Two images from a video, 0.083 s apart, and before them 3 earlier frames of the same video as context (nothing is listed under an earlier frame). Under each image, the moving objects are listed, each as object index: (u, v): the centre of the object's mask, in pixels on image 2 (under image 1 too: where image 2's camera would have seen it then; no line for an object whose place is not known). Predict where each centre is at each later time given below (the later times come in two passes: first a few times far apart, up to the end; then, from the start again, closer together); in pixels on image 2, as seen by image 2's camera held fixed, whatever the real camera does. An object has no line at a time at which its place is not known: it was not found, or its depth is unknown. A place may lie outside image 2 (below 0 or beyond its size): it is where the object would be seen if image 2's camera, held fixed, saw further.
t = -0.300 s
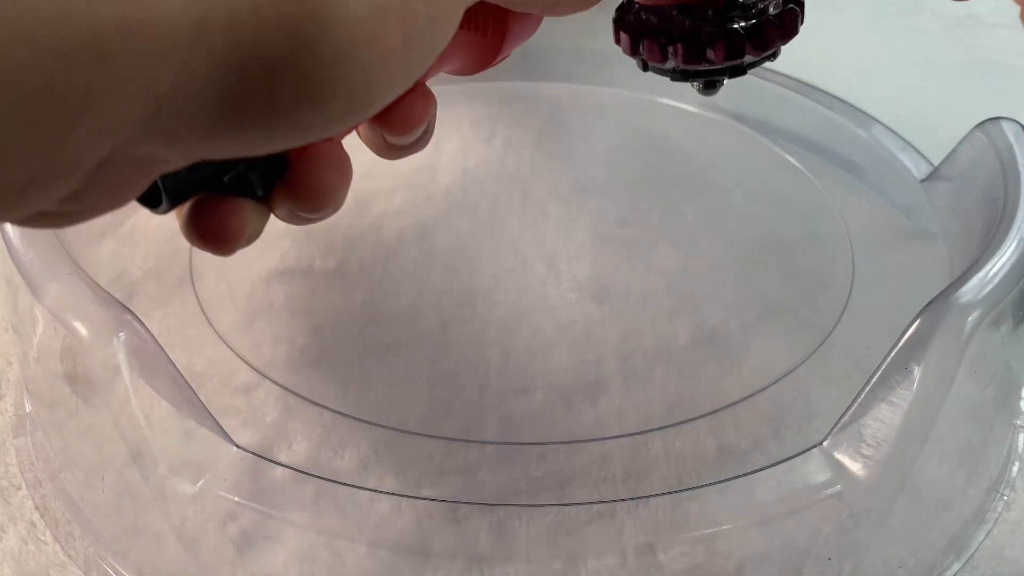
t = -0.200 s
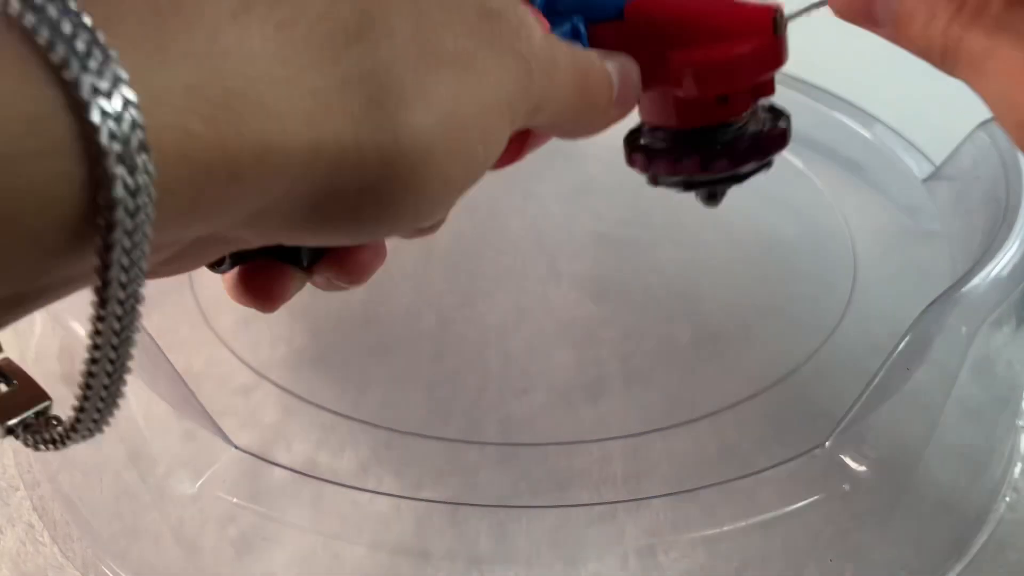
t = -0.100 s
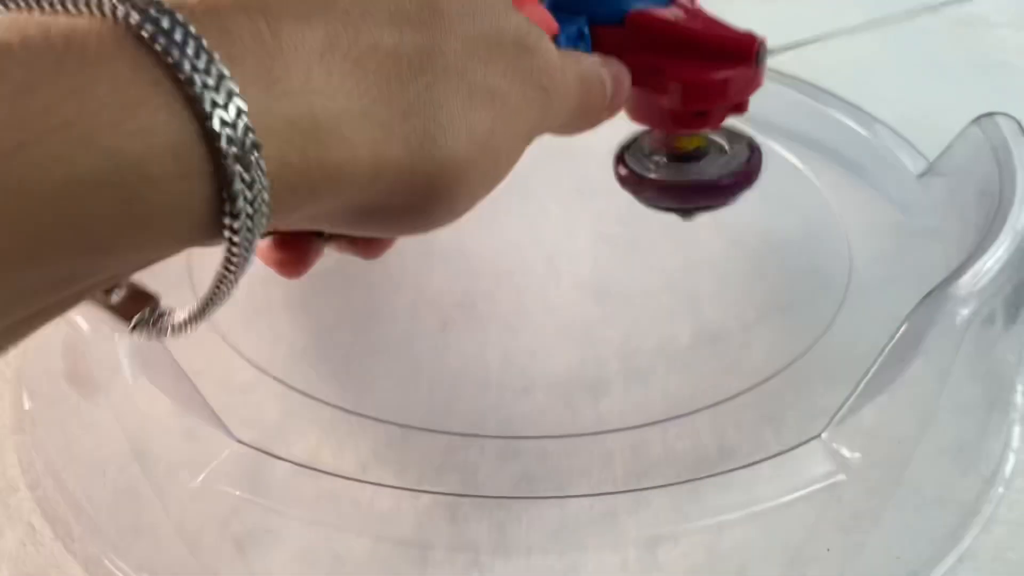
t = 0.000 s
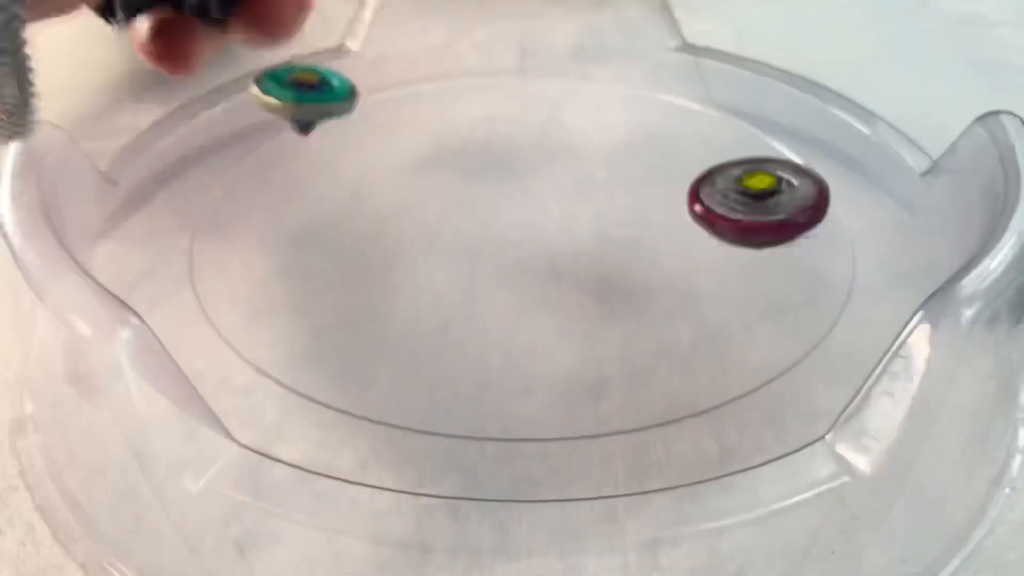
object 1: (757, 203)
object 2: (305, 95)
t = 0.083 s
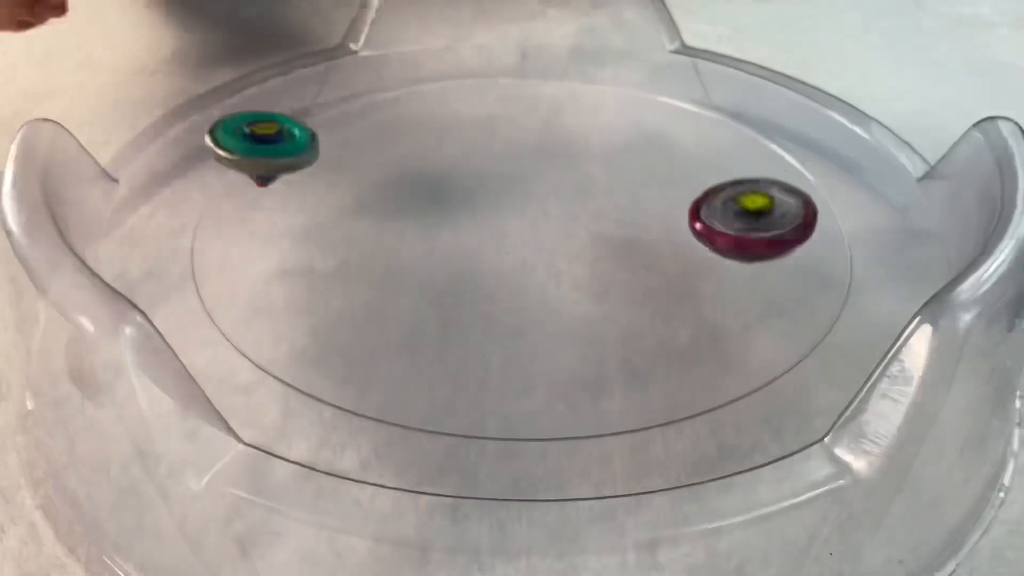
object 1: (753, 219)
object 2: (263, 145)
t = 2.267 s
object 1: (532, 276)
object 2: (616, 169)
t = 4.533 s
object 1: (374, 192)
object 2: (585, 256)
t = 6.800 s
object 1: (187, 154)
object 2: (735, 146)
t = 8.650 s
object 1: (282, 79)
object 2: (892, 207)
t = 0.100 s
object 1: (748, 205)
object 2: (259, 146)
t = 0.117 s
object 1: (742, 197)
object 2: (256, 153)
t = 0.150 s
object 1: (728, 195)
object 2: (255, 172)
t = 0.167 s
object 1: (719, 184)
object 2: (256, 182)
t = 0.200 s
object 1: (701, 181)
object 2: (263, 197)
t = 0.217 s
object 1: (692, 176)
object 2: (267, 203)
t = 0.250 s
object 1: (671, 170)
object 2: (281, 220)
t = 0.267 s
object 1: (660, 167)
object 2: (290, 226)
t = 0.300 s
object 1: (636, 164)
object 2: (310, 240)
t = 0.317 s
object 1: (624, 163)
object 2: (321, 245)
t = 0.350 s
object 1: (600, 162)
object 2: (348, 255)
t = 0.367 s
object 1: (587, 163)
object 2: (362, 259)
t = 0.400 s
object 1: (562, 165)
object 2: (394, 264)
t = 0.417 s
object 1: (550, 167)
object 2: (409, 266)
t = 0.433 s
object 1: (538, 170)
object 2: (426, 267)
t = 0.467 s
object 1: (514, 176)
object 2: (457, 266)
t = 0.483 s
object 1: (503, 179)
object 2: (472, 265)
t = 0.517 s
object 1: (483, 186)
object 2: (502, 259)
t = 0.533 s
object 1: (472, 190)
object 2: (515, 256)
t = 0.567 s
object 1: (454, 202)
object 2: (540, 246)
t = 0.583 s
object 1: (447, 207)
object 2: (551, 241)
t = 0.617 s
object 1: (435, 219)
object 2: (569, 229)
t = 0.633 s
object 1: (430, 225)
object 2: (577, 223)
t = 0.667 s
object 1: (423, 238)
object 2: (590, 209)
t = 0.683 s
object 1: (421, 245)
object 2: (595, 202)
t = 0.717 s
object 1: (421, 258)
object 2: (601, 188)
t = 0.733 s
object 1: (422, 264)
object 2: (603, 181)
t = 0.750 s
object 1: (425, 271)
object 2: (603, 174)
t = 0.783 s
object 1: (434, 283)
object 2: (601, 160)
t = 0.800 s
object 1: (441, 288)
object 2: (599, 154)
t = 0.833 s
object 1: (457, 299)
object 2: (592, 142)
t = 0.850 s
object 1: (467, 303)
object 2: (587, 136)
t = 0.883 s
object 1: (489, 310)
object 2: (575, 127)
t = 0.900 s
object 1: (501, 312)
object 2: (568, 122)
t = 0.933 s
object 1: (527, 315)
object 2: (554, 116)
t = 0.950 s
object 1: (540, 315)
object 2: (546, 113)
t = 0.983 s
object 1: (566, 314)
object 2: (530, 110)
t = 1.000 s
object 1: (579, 312)
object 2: (523, 109)
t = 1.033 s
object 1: (603, 307)
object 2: (508, 109)
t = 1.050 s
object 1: (613, 303)
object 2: (501, 110)
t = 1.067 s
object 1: (623, 299)
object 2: (494, 112)
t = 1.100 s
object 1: (640, 289)
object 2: (483, 117)
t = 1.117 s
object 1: (647, 284)
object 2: (478, 120)
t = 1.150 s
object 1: (656, 272)
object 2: (471, 127)
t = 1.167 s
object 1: (658, 266)
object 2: (468, 130)
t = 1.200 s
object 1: (660, 253)
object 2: (463, 139)
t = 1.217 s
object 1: (659, 246)
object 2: (462, 143)
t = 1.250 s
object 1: (652, 234)
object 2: (462, 152)
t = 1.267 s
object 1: (648, 228)
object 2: (462, 157)
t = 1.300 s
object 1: (635, 217)
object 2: (465, 166)
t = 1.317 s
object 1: (627, 212)
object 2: (467, 171)
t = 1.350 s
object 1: (610, 203)
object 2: (471, 179)
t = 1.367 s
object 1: (600, 198)
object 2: (474, 184)
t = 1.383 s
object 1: (590, 195)
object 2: (478, 187)
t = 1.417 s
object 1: (604, 189)
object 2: (449, 189)
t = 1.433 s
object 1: (610, 186)
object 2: (435, 190)
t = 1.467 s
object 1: (615, 181)
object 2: (412, 192)
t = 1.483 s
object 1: (615, 178)
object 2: (404, 194)
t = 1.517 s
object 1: (609, 174)
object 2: (393, 199)
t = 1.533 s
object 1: (603, 172)
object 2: (391, 203)
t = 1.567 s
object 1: (589, 167)
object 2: (390, 213)
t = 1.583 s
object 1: (580, 165)
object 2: (392, 218)
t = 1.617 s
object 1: (561, 162)
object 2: (401, 231)
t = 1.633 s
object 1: (552, 160)
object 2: (407, 237)
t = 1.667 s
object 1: (532, 158)
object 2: (423, 250)
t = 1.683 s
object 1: (522, 158)
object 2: (433, 256)
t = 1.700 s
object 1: (512, 158)
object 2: (444, 261)
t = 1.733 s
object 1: (492, 159)
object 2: (468, 270)
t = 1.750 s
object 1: (482, 160)
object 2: (481, 273)
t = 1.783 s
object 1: (463, 164)
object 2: (509, 278)
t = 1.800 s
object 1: (455, 166)
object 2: (523, 279)
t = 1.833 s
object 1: (439, 173)
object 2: (552, 279)
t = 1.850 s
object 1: (431, 176)
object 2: (567, 278)
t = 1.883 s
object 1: (419, 185)
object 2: (594, 274)
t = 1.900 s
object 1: (413, 190)
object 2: (606, 271)
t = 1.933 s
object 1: (405, 200)
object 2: (629, 263)
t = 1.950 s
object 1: (403, 205)
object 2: (639, 258)
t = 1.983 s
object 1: (400, 216)
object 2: (655, 247)
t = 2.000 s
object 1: (401, 222)
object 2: (662, 242)
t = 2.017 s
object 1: (402, 228)
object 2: (667, 236)
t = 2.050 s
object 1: (408, 240)
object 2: (673, 224)
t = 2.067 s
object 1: (413, 245)
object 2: (674, 218)
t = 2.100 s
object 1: (426, 255)
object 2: (674, 207)
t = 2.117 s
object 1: (433, 260)
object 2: (671, 201)
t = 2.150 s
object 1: (452, 267)
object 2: (664, 191)
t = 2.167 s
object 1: (462, 270)
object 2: (659, 187)
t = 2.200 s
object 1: (485, 275)
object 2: (647, 179)
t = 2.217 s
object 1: (496, 276)
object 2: (639, 176)
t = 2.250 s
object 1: (520, 277)
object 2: (624, 171)
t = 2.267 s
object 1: (532, 276)
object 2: (616, 169)
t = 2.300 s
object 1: (554, 274)
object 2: (600, 168)
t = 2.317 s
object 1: (565, 271)
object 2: (592, 167)
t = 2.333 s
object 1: (575, 268)
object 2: (583, 167)
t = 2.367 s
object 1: (593, 261)
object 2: (567, 168)
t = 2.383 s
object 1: (602, 257)
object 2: (559, 170)
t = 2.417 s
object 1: (615, 248)
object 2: (543, 173)
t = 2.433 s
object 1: (620, 242)
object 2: (536, 175)
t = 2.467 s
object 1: (627, 232)
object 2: (522, 180)
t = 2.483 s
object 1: (629, 226)
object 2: (516, 183)
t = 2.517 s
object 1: (630, 214)
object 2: (504, 189)
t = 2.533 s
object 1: (629, 209)
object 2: (499, 193)
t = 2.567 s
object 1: (625, 198)
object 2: (490, 200)
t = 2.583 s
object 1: (621, 193)
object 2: (486, 204)
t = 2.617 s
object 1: (612, 184)
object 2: (481, 212)
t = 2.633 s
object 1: (607, 179)
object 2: (480, 217)
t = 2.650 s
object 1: (601, 175)
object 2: (479, 221)
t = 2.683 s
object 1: (587, 168)
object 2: (480, 229)
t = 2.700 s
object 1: (580, 165)
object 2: (481, 233)
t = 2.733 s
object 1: (565, 161)
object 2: (486, 240)
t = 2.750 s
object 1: (556, 159)
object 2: (490, 244)
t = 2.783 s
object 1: (540, 156)
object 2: (498, 250)
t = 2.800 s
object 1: (531, 155)
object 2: (503, 253)
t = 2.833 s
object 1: (514, 155)
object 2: (515, 257)
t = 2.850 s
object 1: (506, 155)
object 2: (521, 259)
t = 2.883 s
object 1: (489, 157)
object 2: (535, 261)
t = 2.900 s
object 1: (482, 158)
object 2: (542, 261)
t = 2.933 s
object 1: (466, 163)
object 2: (555, 260)
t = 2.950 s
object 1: (459, 165)
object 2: (561, 259)
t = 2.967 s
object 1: (453, 168)
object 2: (567, 257)
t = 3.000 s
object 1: (441, 175)
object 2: (577, 253)
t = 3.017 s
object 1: (436, 179)
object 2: (580, 251)
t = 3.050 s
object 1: (428, 187)
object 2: (585, 245)
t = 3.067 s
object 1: (425, 192)
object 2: (585, 243)
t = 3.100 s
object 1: (422, 201)
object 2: (584, 238)
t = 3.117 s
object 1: (421, 206)
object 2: (583, 236)
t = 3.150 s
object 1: (423, 217)
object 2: (582, 232)
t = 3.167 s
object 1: (425, 222)
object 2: (580, 230)
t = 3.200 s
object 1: (431, 231)
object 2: (577, 226)
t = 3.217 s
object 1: (436, 236)
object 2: (576, 225)
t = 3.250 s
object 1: (448, 244)
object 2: (572, 222)
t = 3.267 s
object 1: (456, 248)
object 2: (570, 221)
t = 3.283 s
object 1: (463, 251)
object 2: (568, 219)
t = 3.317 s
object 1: (465, 261)
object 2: (577, 210)
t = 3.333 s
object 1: (450, 270)
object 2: (596, 199)
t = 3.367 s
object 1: (425, 286)
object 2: (627, 178)
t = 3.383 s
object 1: (417, 292)
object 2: (639, 168)
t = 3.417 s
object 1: (406, 303)
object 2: (657, 150)
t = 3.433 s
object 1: (405, 307)
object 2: (661, 142)
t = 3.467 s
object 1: (411, 315)
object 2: (662, 128)
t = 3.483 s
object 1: (417, 318)
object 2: (659, 122)
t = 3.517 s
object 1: (437, 324)
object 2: (645, 112)
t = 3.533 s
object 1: (449, 326)
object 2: (636, 108)
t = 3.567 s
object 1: (477, 329)
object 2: (615, 102)
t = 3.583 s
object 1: (492, 330)
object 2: (604, 100)
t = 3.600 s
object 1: (508, 330)
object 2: (593, 98)
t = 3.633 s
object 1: (539, 329)
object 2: (571, 97)
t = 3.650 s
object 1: (555, 327)
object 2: (561, 97)
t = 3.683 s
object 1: (584, 321)
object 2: (540, 98)
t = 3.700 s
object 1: (597, 318)
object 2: (530, 99)
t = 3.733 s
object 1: (621, 309)
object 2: (512, 104)
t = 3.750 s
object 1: (631, 304)
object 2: (503, 107)
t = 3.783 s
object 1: (649, 293)
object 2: (487, 113)
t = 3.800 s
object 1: (655, 287)
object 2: (480, 117)
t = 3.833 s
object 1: (665, 274)
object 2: (468, 126)
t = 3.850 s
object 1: (667, 267)
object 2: (462, 130)
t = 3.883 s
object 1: (670, 254)
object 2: (453, 140)
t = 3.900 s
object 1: (669, 248)
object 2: (449, 145)
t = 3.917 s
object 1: (667, 241)
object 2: (445, 150)
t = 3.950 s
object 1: (660, 229)
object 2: (440, 160)
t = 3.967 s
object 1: (656, 223)
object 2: (439, 166)
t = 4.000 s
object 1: (645, 212)
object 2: (436, 176)
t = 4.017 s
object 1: (638, 207)
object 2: (437, 181)
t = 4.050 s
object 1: (623, 198)
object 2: (438, 191)
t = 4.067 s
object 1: (615, 193)
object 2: (439, 196)
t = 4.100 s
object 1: (598, 185)
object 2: (444, 207)
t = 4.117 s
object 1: (588, 182)
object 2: (447, 211)
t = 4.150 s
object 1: (569, 176)
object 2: (454, 220)
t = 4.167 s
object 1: (559, 173)
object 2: (458, 224)
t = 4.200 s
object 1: (539, 169)
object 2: (468, 232)
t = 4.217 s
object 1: (528, 167)
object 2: (473, 236)
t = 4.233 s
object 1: (518, 166)
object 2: (478, 239)
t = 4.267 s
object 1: (497, 164)
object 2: (490, 244)
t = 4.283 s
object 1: (487, 163)
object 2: (496, 247)
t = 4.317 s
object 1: (467, 163)
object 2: (507, 250)
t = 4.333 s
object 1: (457, 164)
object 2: (513, 252)
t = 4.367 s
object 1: (439, 166)
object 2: (526, 255)
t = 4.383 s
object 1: (431, 168)
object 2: (533, 256)
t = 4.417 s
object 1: (415, 171)
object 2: (546, 257)
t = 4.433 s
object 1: (407, 173)
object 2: (552, 257)
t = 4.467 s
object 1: (394, 179)
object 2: (564, 258)
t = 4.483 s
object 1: (388, 182)
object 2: (570, 257)
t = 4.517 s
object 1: (378, 188)
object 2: (580, 256)
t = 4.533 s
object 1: (374, 192)
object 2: (585, 256)
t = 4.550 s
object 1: (370, 196)
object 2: (590, 255)
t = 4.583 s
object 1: (365, 204)
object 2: (598, 252)
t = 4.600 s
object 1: (364, 208)
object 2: (602, 251)
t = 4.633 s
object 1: (364, 218)
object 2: (609, 248)
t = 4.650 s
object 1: (365, 222)
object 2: (612, 246)
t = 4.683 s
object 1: (370, 232)
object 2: (616, 243)
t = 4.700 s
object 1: (374, 236)
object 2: (618, 241)
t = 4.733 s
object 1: (385, 245)
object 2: (620, 238)
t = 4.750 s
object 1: (391, 249)
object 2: (620, 236)
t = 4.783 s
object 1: (407, 256)
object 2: (620, 233)
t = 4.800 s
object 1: (416, 259)
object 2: (620, 231)
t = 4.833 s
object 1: (435, 264)
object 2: (618, 229)
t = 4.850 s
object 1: (446, 265)
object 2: (617, 227)
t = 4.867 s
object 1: (456, 267)
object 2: (615, 226)
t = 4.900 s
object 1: (478, 267)
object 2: (611, 224)
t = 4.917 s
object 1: (488, 266)
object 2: (609, 222)
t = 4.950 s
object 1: (508, 264)
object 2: (604, 220)
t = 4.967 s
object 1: (513, 264)
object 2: (605, 218)
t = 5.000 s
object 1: (482, 276)
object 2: (642, 191)
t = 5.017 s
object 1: (468, 281)
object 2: (657, 179)
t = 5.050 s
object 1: (447, 288)
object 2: (679, 155)
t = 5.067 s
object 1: (439, 291)
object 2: (687, 145)
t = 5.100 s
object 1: (432, 294)
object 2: (694, 128)
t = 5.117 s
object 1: (433, 295)
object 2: (694, 121)
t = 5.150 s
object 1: (439, 297)
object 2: (686, 111)
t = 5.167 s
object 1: (446, 298)
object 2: (679, 107)
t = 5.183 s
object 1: (454, 298)
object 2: (672, 104)
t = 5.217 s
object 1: (472, 299)
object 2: (655, 101)
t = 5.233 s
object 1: (483, 299)
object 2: (645, 99)
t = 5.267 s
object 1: (504, 297)
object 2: (625, 98)
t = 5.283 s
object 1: (515, 296)
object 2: (615, 98)
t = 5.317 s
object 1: (535, 292)
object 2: (594, 100)
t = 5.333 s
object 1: (544, 289)
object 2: (584, 101)
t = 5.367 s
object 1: (561, 282)
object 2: (563, 105)
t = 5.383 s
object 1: (568, 278)
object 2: (553, 107)
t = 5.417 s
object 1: (580, 270)
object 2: (535, 112)
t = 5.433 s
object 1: (585, 265)
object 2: (527, 115)
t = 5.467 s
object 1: (593, 256)
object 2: (511, 122)
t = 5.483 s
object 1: (596, 251)
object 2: (503, 125)
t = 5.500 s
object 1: (598, 246)
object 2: (497, 129)
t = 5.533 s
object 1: (599, 235)
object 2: (484, 138)
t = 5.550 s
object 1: (599, 230)
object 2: (478, 143)
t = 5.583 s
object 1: (595, 220)
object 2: (468, 152)
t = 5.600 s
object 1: (593, 215)
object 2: (464, 157)
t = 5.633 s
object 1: (586, 205)
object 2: (456, 167)
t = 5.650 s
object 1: (582, 201)
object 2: (452, 172)
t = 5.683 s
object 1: (573, 192)
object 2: (448, 182)
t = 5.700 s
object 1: (568, 188)
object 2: (447, 188)
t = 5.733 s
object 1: (557, 181)
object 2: (445, 199)
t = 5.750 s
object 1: (551, 178)
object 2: (445, 204)
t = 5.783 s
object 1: (538, 172)
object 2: (446, 214)
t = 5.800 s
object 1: (531, 169)
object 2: (447, 219)
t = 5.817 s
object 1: (525, 166)
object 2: (448, 223)
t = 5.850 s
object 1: (511, 162)
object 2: (454, 232)
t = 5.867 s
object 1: (504, 161)
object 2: (457, 237)
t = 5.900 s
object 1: (489, 158)
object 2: (464, 245)
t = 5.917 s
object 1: (482, 157)
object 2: (468, 249)
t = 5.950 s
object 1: (468, 156)
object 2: (477, 255)
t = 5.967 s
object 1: (461, 156)
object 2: (482, 258)
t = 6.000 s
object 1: (448, 157)
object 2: (493, 264)
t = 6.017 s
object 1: (442, 158)
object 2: (500, 266)
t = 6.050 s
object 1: (429, 161)
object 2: (511, 270)
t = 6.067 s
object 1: (424, 162)
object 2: (517, 271)
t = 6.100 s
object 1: (414, 167)
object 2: (529, 274)
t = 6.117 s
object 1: (410, 170)
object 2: (536, 275)
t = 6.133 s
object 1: (406, 172)
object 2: (541, 275)
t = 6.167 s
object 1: (400, 179)
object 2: (553, 276)
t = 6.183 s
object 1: (398, 183)
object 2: (558, 276)
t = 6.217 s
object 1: (396, 191)
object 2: (568, 275)
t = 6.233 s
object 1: (396, 195)
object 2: (573, 275)
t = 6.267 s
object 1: (399, 203)
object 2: (581, 273)
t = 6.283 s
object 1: (401, 207)
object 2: (585, 271)
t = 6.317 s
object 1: (408, 216)
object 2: (593, 268)
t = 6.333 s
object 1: (413, 220)
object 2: (596, 267)
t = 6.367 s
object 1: (424, 227)
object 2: (601, 263)
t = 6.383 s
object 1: (431, 231)
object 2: (603, 261)
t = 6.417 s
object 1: (446, 236)
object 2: (606, 257)
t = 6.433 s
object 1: (455, 239)
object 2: (607, 255)
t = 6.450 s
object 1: (463, 240)
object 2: (607, 253)
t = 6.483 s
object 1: (481, 243)
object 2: (607, 249)
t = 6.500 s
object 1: (471, 241)
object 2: (628, 247)
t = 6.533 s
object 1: (389, 220)
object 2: (745, 238)
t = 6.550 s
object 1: (353, 209)
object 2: (801, 229)
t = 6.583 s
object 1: (292, 184)
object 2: (876, 204)
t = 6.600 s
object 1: (266, 174)
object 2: (896, 194)
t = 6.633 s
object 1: (224, 156)
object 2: (879, 180)
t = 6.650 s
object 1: (212, 147)
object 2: (868, 182)
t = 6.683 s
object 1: (201, 143)
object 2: (845, 177)
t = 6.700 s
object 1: (198, 144)
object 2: (830, 168)
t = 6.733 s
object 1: (191, 144)
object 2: (798, 163)
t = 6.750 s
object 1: (189, 144)
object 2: (782, 158)
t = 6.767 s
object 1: (188, 148)
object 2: (766, 153)
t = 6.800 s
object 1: (187, 154)
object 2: (735, 146)
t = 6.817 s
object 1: (187, 157)
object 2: (718, 143)
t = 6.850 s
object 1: (187, 165)
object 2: (686, 139)
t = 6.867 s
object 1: (188, 170)
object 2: (670, 138)
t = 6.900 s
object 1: (192, 179)
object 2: (640, 138)
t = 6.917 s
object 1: (195, 184)
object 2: (626, 138)
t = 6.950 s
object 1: (206, 200)
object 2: (597, 140)
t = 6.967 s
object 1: (213, 206)
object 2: (584, 142)
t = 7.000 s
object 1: (230, 218)
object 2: (559, 147)
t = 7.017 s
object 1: (240, 224)
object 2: (548, 150)
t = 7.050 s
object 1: (261, 235)
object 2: (527, 156)
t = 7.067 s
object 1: (273, 240)
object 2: (517, 160)
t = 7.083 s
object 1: (286, 246)
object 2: (509, 163)
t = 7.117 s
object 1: (315, 256)
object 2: (493, 170)
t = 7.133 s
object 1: (330, 260)
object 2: (486, 174)
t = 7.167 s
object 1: (362, 266)
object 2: (474, 183)
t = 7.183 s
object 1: (378, 268)
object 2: (469, 187)
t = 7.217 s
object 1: (410, 271)
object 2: (458, 195)
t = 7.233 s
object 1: (426, 271)
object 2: (454, 199)
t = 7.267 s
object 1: (455, 269)
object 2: (447, 204)
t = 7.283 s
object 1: (470, 275)
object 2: (443, 203)
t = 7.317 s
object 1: (502, 286)
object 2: (438, 196)
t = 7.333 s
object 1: (518, 290)
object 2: (436, 192)
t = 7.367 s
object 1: (549, 292)
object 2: (433, 187)
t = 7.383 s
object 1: (564, 291)
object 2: (432, 186)
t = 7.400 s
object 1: (578, 289)
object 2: (432, 186)
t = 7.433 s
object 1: (602, 283)
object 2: (430, 187)
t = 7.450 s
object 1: (613, 278)
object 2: (428, 188)
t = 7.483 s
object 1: (633, 268)
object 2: (425, 192)
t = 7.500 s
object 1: (642, 263)
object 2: (423, 194)
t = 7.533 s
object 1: (658, 251)
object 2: (419, 198)
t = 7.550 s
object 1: (664, 245)
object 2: (418, 201)
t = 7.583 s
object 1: (675, 232)
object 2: (415, 205)
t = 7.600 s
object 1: (680, 226)
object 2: (414, 208)
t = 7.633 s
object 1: (686, 214)
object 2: (413, 213)
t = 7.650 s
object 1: (688, 207)
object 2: (412, 215)
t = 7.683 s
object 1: (690, 195)
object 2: (413, 219)
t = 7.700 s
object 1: (690, 190)
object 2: (414, 222)
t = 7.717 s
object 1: (689, 184)
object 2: (415, 224)
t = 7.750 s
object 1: (687, 173)
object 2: (418, 228)
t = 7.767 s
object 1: (685, 168)
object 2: (420, 230)
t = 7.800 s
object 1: (679, 157)
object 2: (426, 234)
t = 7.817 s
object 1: (675, 153)
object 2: (430, 235)
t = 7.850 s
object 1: (667, 144)
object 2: (437, 238)
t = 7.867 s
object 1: (662, 141)
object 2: (440, 239)
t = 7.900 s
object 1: (651, 134)
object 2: (448, 241)
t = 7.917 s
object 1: (644, 131)
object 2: (452, 241)
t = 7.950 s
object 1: (632, 126)
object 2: (461, 242)
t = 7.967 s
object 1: (625, 124)
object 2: (465, 242)
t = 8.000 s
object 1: (611, 121)
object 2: (474, 242)
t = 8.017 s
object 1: (604, 120)
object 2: (479, 242)
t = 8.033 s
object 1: (596, 119)
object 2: (483, 242)
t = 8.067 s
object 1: (581, 118)
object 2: (492, 241)
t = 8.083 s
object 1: (574, 118)
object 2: (497, 240)
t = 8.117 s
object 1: (559, 120)
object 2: (505, 238)
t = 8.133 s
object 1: (552, 121)
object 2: (509, 237)
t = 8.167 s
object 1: (538, 124)
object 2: (516, 235)
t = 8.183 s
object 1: (531, 127)
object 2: (520, 234)
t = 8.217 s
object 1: (518, 132)
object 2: (527, 231)
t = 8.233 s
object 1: (512, 135)
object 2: (531, 229)
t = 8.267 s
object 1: (501, 142)
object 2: (536, 226)
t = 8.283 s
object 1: (496, 146)
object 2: (539, 225)
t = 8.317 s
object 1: (487, 155)
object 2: (544, 221)
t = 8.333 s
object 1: (483, 159)
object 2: (546, 220)
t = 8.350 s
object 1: (480, 163)
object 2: (549, 219)
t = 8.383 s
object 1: (458, 157)
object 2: (575, 230)
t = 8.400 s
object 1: (434, 140)
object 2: (610, 248)
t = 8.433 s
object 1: (393, 109)
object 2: (681, 277)
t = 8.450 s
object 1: (376, 95)
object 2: (715, 284)
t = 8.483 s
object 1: (346, 74)
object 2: (777, 291)
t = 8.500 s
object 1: (336, 65)
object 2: (802, 288)
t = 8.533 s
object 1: (321, 62)
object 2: (839, 272)
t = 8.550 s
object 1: (314, 67)
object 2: (847, 262)
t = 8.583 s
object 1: (303, 68)
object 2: (869, 238)
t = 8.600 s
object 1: (298, 71)
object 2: (877, 232)
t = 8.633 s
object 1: (287, 75)
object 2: (889, 214)
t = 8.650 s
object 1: (282, 79)
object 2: (892, 207)
